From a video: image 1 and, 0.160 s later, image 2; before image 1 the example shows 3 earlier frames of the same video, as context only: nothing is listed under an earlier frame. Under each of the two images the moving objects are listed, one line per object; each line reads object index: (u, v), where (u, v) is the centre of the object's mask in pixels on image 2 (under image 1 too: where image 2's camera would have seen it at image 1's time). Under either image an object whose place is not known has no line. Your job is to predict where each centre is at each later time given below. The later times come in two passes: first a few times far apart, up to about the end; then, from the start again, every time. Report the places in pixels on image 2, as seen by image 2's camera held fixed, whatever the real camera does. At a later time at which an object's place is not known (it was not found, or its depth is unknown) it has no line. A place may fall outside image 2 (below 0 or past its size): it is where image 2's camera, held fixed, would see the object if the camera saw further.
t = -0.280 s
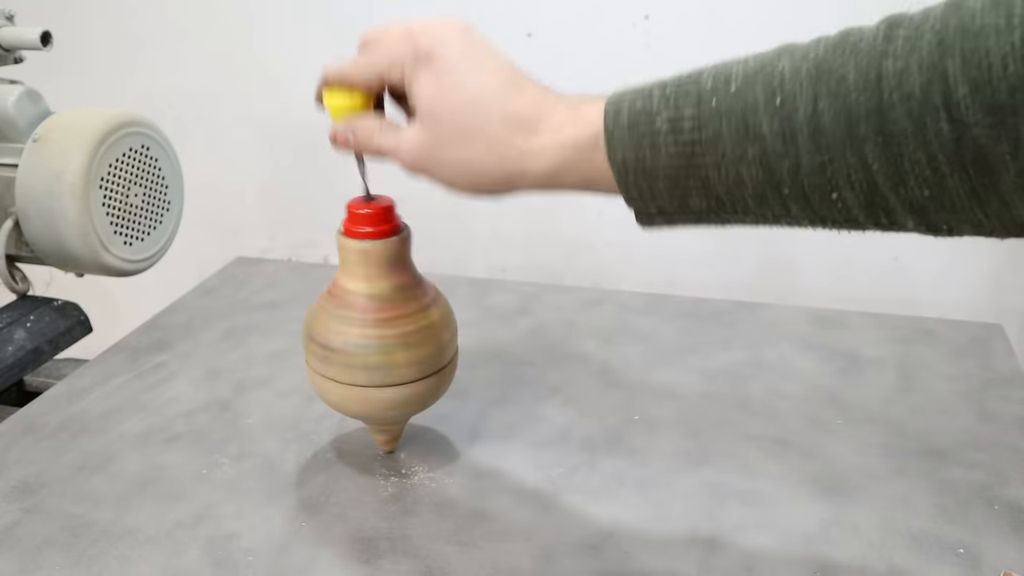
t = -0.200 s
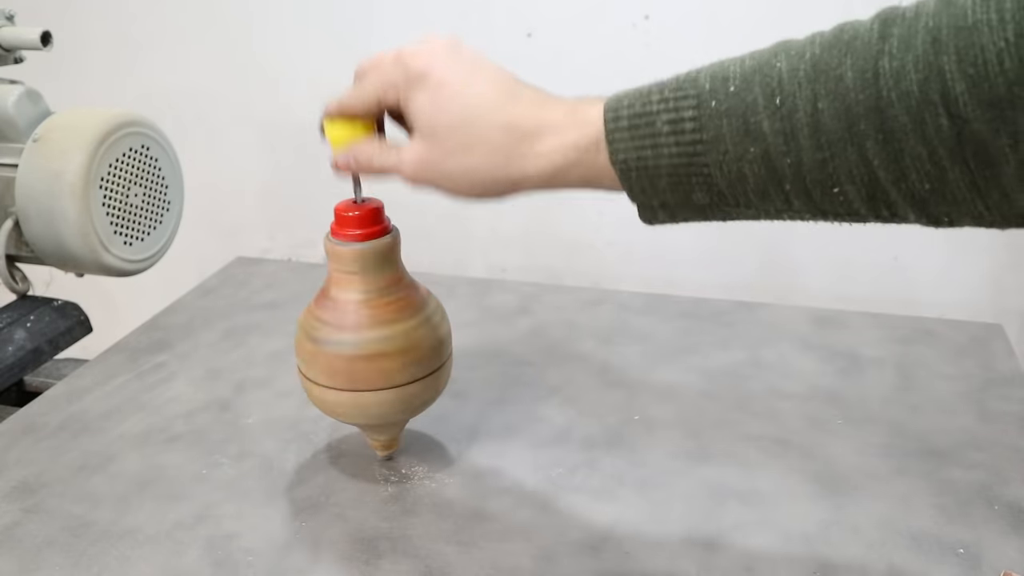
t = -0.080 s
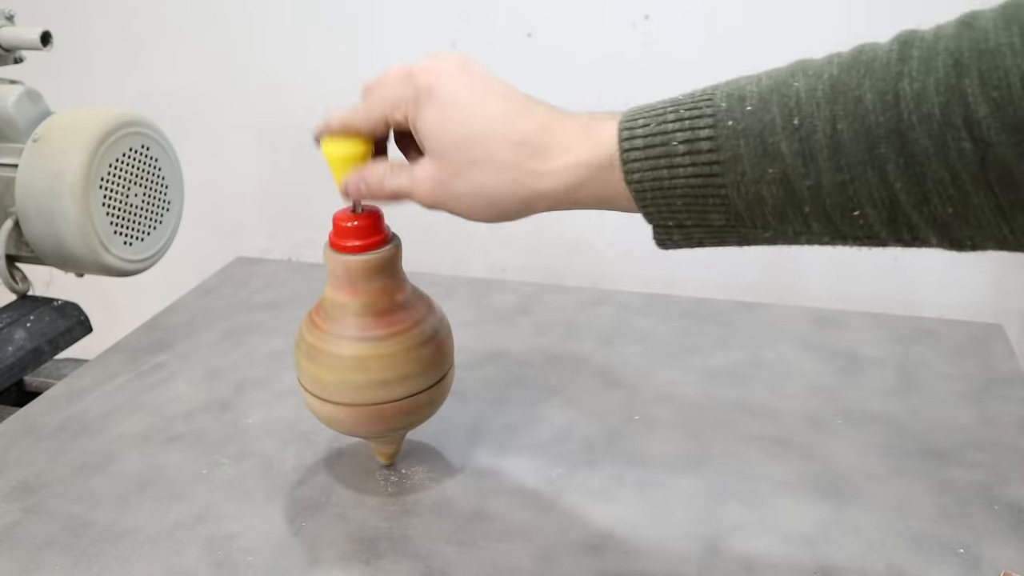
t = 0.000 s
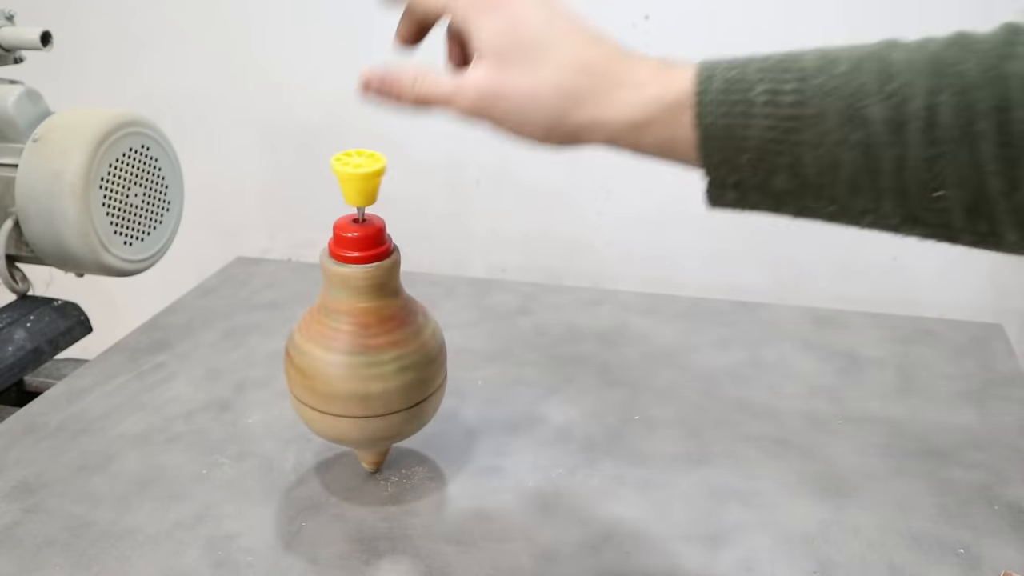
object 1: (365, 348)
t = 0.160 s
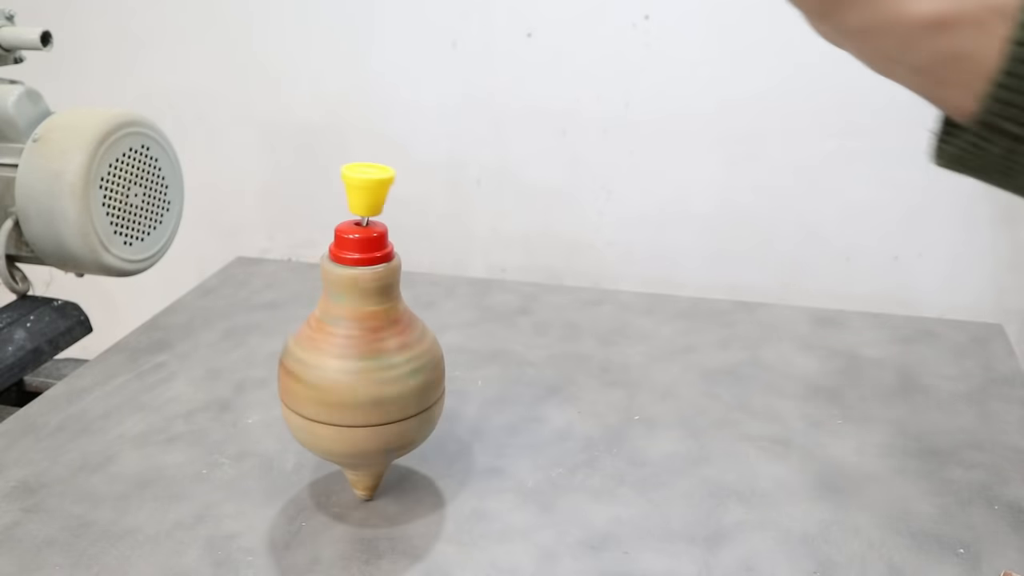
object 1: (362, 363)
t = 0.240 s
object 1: (364, 370)
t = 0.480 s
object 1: (401, 384)
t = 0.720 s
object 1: (448, 376)
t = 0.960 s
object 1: (469, 357)
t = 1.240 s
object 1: (456, 340)
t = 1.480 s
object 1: (429, 341)
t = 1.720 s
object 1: (411, 354)
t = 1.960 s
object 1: (420, 370)
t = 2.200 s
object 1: (455, 376)
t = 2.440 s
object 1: (489, 368)
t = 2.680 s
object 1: (505, 352)
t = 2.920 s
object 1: (496, 339)
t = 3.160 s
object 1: (474, 335)
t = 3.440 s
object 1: (450, 345)
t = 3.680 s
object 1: (449, 358)
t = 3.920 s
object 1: (470, 367)
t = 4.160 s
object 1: (503, 365)
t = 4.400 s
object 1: (525, 353)
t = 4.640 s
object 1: (526, 340)
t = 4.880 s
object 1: (513, 334)
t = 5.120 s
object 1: (495, 338)
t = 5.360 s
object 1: (489, 349)
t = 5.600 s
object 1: (501, 361)
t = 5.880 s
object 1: (537, 368)
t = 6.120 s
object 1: (568, 360)
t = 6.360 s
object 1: (576, 347)
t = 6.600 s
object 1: (565, 337)
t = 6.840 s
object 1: (543, 336)
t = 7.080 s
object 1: (528, 345)
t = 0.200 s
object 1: (362, 367)
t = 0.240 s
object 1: (364, 370)
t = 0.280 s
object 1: (367, 374)
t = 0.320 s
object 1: (373, 377)
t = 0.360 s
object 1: (381, 380)
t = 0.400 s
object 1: (388, 382)
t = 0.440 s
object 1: (394, 383)
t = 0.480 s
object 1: (401, 384)
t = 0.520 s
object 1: (408, 384)
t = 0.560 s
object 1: (415, 384)
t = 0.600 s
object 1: (423, 382)
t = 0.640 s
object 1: (432, 381)
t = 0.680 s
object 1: (440, 379)
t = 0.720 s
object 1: (448, 376)
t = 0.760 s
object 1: (454, 373)
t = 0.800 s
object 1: (458, 370)
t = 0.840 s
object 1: (462, 367)
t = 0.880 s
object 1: (465, 364)
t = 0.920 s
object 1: (467, 360)
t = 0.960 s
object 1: (469, 357)
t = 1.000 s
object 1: (471, 354)
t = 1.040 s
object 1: (470, 351)
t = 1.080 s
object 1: (469, 347)
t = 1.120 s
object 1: (466, 345)
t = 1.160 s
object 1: (463, 343)
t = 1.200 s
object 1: (460, 342)
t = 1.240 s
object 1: (456, 340)
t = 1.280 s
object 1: (452, 339)
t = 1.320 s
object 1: (448, 339)
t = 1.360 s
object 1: (443, 339)
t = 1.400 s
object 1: (438, 339)
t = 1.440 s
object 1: (434, 340)
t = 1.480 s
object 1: (429, 341)
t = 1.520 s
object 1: (426, 342)
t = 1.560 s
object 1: (422, 344)
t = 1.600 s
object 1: (419, 346)
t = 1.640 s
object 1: (416, 349)
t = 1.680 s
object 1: (413, 351)
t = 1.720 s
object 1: (411, 354)
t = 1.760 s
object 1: (411, 357)
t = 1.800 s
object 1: (411, 361)
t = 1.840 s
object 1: (412, 363)
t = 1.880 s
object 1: (415, 365)
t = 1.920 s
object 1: (418, 368)
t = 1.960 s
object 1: (420, 370)
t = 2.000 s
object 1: (423, 372)
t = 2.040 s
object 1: (428, 373)
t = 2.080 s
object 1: (433, 374)
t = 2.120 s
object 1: (439, 376)
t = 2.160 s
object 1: (447, 376)
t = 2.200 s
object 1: (455, 376)
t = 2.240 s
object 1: (462, 376)
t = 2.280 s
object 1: (467, 375)
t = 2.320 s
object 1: (472, 374)
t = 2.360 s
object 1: (478, 372)
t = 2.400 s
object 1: (484, 371)
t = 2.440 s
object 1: (489, 368)
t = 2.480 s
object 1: (494, 366)
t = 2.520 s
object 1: (498, 363)
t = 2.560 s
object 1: (500, 360)
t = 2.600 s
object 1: (502, 357)
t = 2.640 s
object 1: (504, 355)
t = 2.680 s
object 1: (505, 352)
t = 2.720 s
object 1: (504, 349)
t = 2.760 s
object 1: (505, 347)
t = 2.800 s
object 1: (504, 345)
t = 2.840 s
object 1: (501, 342)
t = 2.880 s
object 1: (499, 340)
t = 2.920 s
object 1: (496, 339)
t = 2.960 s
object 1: (493, 338)
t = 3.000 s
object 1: (489, 337)
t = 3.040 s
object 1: (486, 336)
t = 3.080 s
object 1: (482, 336)
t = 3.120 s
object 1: (478, 335)
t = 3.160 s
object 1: (474, 335)
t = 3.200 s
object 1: (470, 336)
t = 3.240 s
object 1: (466, 337)
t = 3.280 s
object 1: (462, 338)
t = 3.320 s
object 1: (459, 339)
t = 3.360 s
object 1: (456, 341)
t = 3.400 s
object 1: (453, 343)
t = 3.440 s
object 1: (450, 345)
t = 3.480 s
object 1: (449, 347)
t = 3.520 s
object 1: (447, 349)
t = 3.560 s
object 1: (447, 352)
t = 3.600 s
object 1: (446, 354)
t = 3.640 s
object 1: (448, 356)
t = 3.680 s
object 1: (449, 358)
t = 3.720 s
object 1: (451, 360)
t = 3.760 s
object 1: (453, 362)
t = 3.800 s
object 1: (456, 364)
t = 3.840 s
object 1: (460, 365)
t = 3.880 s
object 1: (465, 366)
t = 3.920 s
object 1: (470, 367)
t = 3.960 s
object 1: (476, 368)
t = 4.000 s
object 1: (482, 368)
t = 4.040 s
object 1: (488, 368)
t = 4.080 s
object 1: (493, 368)
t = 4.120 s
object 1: (498, 366)
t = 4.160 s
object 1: (503, 365)
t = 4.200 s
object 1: (507, 364)
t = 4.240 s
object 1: (511, 362)
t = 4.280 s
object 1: (515, 360)
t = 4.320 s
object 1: (519, 358)
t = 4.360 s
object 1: (522, 356)
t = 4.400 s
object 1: (525, 353)
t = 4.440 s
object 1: (527, 351)
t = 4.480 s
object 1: (528, 349)
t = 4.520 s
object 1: (527, 346)
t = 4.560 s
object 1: (528, 344)
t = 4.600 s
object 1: (527, 343)
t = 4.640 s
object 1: (526, 340)
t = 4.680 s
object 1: (525, 339)
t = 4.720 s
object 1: (523, 337)
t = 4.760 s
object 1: (520, 336)
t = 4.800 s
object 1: (517, 335)
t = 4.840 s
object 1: (515, 335)
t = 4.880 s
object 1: (513, 334)
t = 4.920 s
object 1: (508, 334)
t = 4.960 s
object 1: (506, 335)
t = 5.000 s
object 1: (503, 335)
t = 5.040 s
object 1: (500, 335)
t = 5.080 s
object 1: (497, 336)
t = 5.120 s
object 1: (495, 338)
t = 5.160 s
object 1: (493, 339)
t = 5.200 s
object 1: (491, 341)
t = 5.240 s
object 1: (489, 343)
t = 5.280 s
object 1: (489, 344)
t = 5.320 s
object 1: (488, 347)
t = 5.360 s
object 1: (489, 349)
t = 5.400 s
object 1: (489, 351)
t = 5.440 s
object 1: (490, 353)
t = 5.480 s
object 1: (492, 355)
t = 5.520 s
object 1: (494, 357)
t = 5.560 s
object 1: (497, 359)
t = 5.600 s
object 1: (501, 361)
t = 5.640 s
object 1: (506, 363)
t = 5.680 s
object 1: (511, 365)
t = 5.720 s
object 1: (516, 366)
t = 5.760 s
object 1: (521, 367)
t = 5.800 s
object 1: (527, 368)
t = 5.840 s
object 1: (532, 368)
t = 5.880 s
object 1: (537, 368)
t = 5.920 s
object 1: (542, 367)
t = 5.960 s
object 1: (547, 366)
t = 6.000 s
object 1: (553, 365)
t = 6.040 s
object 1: (559, 363)
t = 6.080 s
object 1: (563, 362)
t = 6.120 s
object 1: (568, 360)
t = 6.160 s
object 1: (571, 357)
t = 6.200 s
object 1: (573, 355)
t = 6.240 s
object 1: (575, 353)
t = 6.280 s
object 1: (576, 351)
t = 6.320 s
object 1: (576, 349)
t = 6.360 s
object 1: (576, 347)
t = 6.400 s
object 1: (577, 344)
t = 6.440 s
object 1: (575, 342)
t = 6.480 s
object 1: (573, 341)
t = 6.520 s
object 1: (571, 339)
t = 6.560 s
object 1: (568, 337)
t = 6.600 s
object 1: (565, 337)
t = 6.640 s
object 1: (562, 336)
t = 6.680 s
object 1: (558, 335)
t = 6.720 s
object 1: (555, 336)
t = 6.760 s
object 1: (552, 335)
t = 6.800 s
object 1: (547, 335)
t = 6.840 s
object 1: (543, 336)
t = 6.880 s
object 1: (541, 337)
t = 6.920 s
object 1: (537, 338)
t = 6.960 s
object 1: (535, 340)
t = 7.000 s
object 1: (533, 341)
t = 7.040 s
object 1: (530, 342)
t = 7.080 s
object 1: (528, 345)
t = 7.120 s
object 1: (526, 347)
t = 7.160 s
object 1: (525, 349)
